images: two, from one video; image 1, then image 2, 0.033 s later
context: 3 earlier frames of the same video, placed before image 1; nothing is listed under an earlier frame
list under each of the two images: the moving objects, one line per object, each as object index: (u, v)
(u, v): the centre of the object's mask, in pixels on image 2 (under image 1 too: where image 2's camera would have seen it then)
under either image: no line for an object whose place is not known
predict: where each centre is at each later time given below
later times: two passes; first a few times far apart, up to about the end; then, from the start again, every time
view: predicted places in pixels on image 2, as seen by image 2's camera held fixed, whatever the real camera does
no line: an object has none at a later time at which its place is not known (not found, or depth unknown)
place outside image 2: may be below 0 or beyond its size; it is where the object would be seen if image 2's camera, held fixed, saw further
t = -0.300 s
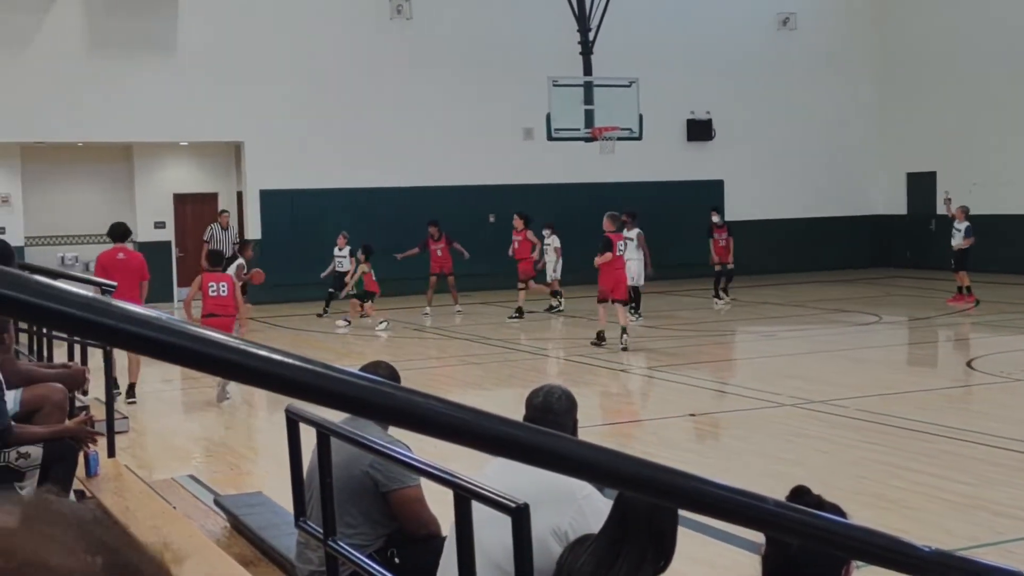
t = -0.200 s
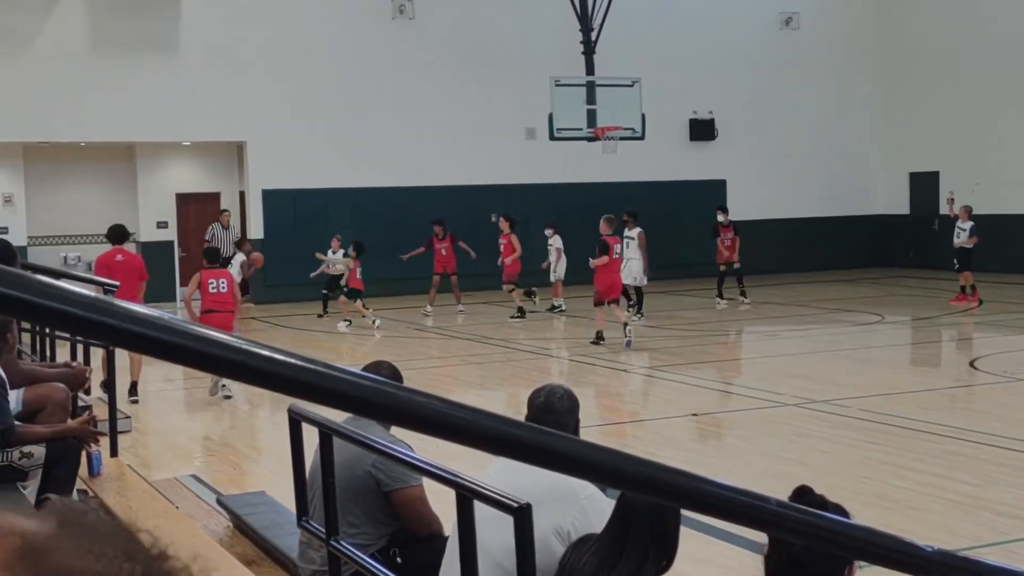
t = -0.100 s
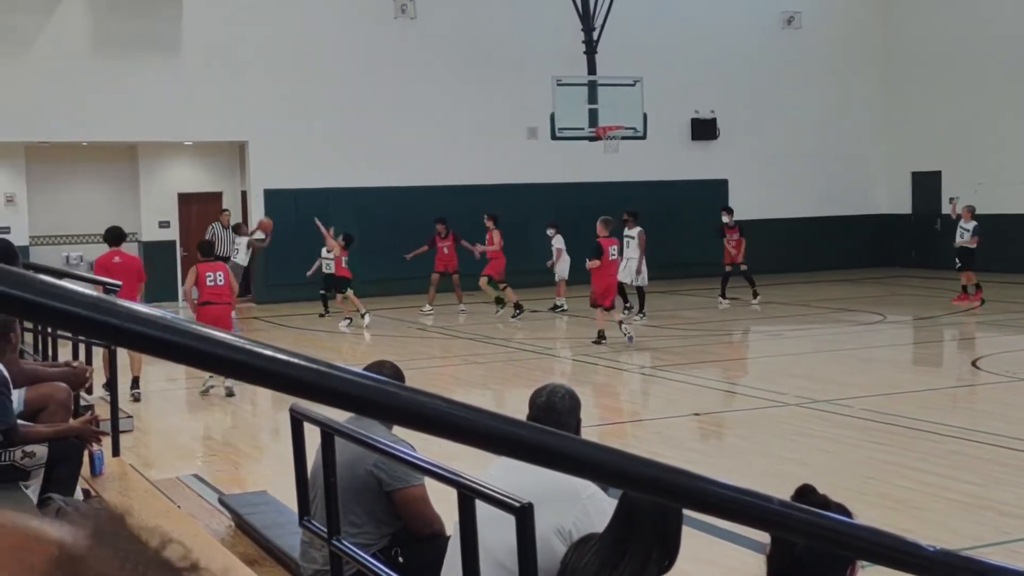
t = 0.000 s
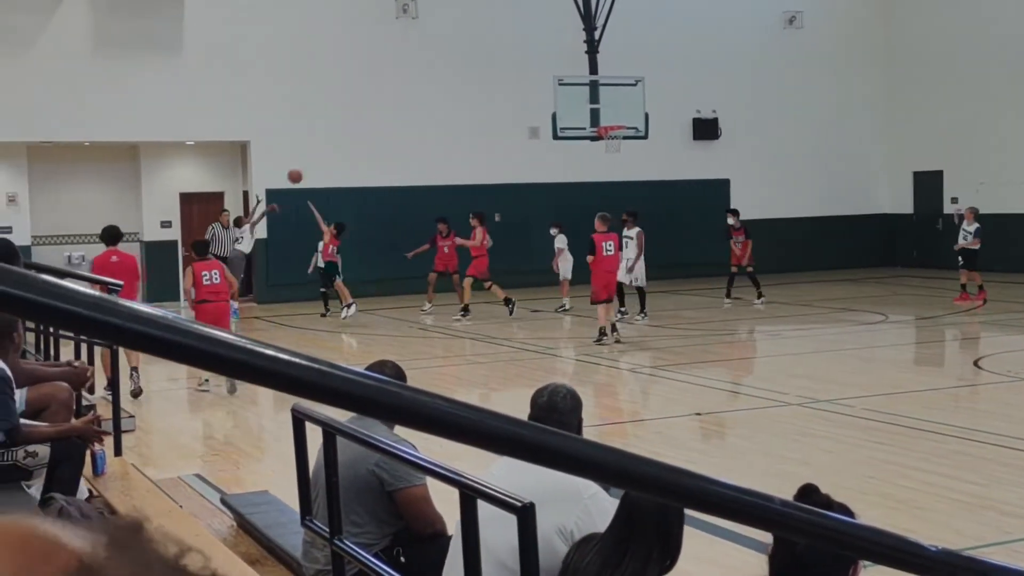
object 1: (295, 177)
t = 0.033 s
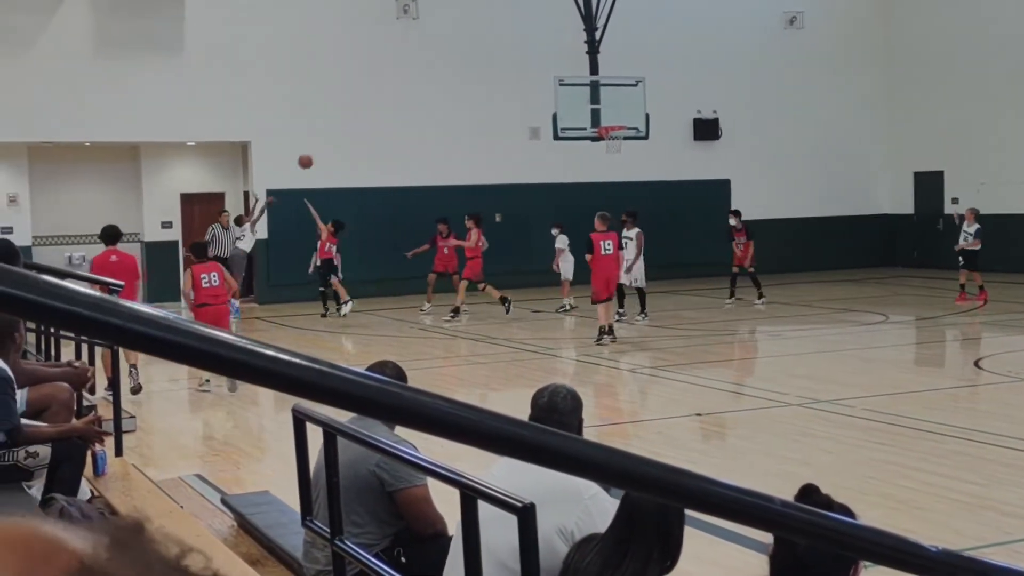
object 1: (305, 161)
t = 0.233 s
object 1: (363, 88)
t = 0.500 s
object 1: (434, 33)
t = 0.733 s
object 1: (492, 22)
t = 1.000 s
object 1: (556, 48)
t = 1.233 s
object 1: (607, 102)
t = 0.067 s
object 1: (315, 147)
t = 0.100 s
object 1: (325, 134)
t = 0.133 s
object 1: (335, 121)
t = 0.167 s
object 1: (344, 109)
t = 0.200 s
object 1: (354, 98)
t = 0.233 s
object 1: (363, 88)
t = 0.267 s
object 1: (372, 78)
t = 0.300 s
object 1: (381, 69)
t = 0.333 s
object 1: (390, 61)
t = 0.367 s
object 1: (399, 54)
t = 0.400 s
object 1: (408, 48)
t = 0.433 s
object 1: (417, 42)
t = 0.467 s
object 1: (425, 37)
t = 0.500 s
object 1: (434, 33)
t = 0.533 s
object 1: (442, 29)
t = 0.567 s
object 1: (451, 26)
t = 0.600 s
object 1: (459, 24)
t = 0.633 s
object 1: (468, 22)
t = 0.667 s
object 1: (476, 21)
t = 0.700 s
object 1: (484, 21)
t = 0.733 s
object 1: (492, 22)
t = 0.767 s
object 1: (501, 23)
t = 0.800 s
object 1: (509, 25)
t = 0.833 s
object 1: (517, 27)
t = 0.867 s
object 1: (525, 30)
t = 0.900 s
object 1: (533, 34)
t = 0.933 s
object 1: (541, 38)
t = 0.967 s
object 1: (548, 43)
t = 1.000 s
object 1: (556, 48)
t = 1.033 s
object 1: (563, 54)
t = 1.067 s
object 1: (571, 61)
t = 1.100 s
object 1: (578, 68)
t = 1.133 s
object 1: (585, 76)
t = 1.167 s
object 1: (593, 83)
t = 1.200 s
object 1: (600, 92)
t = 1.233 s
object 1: (607, 102)
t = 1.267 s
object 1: (614, 111)
